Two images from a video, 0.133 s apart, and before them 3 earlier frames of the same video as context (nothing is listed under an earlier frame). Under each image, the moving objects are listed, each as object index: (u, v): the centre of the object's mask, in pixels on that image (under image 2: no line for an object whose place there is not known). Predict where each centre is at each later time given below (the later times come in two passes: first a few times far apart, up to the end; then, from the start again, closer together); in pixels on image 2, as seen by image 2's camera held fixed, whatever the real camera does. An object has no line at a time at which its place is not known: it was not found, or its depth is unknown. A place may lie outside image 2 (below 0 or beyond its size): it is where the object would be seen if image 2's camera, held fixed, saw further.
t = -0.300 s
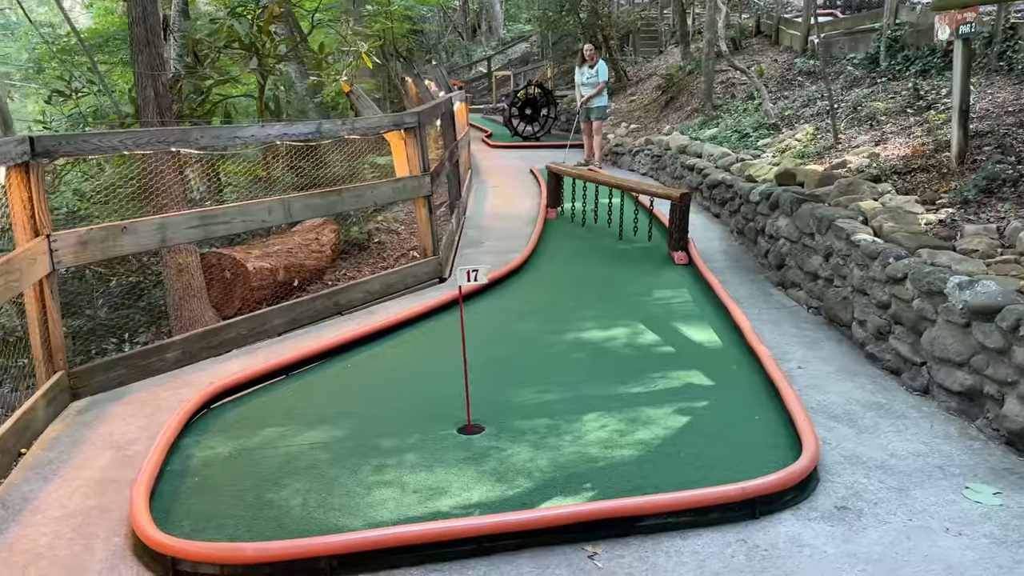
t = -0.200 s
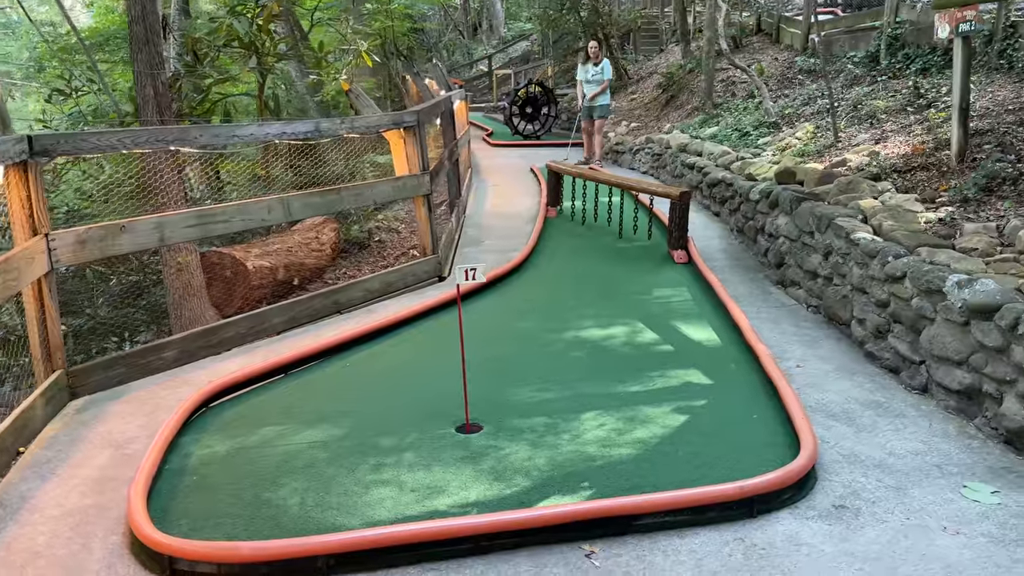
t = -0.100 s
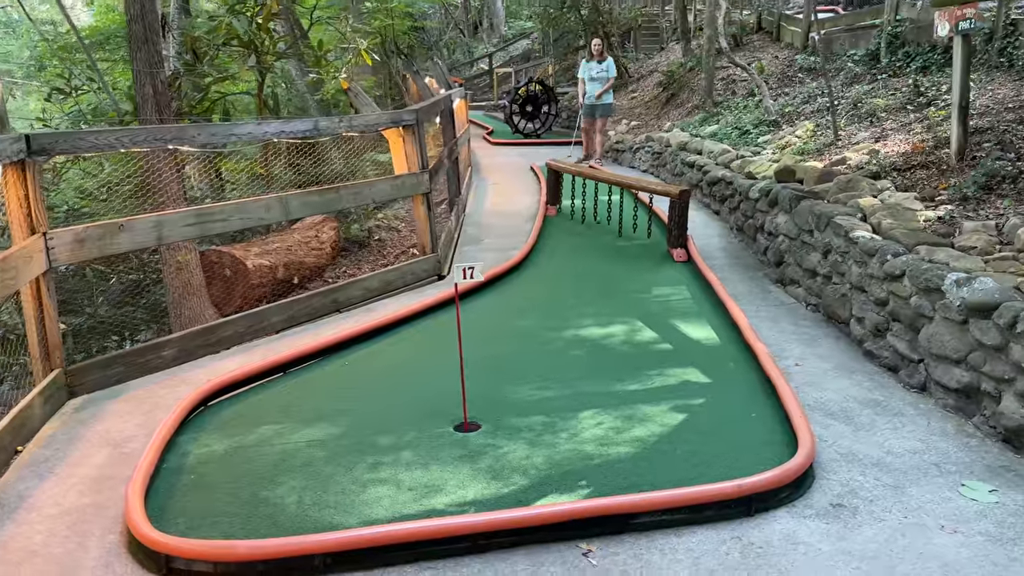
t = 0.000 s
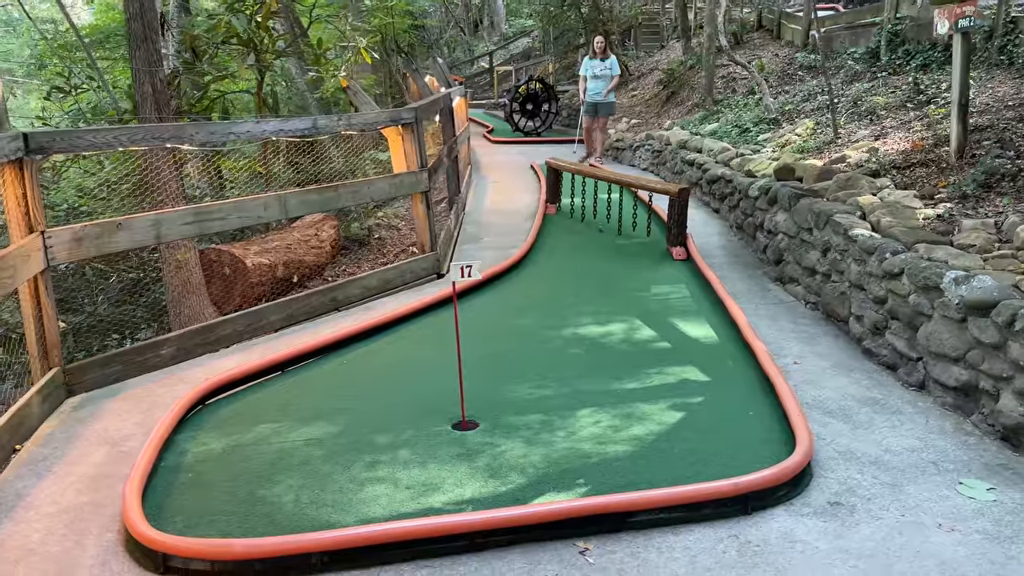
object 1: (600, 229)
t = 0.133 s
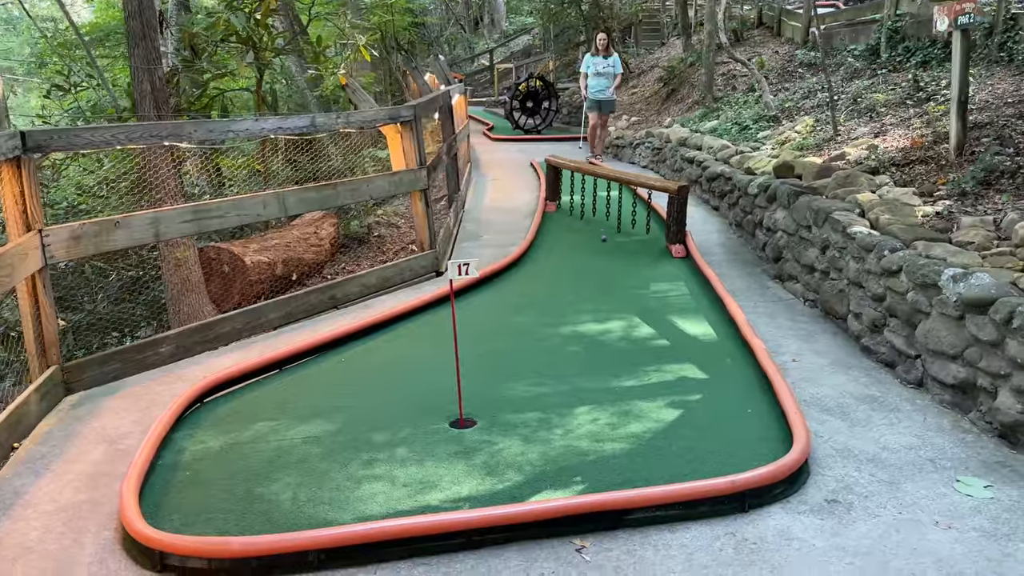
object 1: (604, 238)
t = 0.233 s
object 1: (606, 250)
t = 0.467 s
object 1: (613, 278)
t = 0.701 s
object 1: (623, 309)
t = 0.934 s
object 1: (635, 351)
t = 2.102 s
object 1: (483, 413)
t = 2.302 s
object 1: (442, 405)
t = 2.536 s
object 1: (393, 397)
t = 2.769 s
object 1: (350, 389)
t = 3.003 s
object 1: (311, 383)
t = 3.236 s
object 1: (275, 377)
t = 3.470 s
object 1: (269, 379)
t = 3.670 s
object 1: (274, 384)
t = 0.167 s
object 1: (605, 242)
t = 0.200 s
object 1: (605, 246)
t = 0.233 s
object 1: (606, 250)
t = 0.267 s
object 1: (607, 253)
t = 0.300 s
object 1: (608, 257)
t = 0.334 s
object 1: (610, 263)
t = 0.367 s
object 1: (610, 266)
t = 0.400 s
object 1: (612, 270)
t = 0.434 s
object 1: (612, 274)
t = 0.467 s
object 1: (613, 278)
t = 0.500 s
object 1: (615, 281)
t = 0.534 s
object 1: (615, 286)
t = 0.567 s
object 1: (617, 290)
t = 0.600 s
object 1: (618, 295)
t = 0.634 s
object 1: (620, 300)
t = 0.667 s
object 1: (621, 304)
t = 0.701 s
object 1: (623, 309)
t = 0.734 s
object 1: (624, 314)
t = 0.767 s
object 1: (626, 319)
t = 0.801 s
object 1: (626, 327)
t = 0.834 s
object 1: (628, 332)
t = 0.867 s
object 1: (630, 340)
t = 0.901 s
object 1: (632, 346)
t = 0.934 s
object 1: (635, 351)
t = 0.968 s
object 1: (637, 358)
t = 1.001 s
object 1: (639, 367)
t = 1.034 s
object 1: (640, 374)
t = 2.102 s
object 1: (483, 413)
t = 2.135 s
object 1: (476, 412)
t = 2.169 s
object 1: (469, 410)
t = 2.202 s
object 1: (462, 409)
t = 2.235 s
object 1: (454, 408)
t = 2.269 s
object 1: (449, 406)
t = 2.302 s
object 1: (442, 405)
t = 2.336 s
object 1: (435, 404)
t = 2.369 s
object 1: (428, 403)
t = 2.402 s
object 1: (421, 402)
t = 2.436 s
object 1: (413, 401)
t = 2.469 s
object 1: (406, 399)
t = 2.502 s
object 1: (400, 398)
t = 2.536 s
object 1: (393, 397)
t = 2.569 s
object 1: (387, 396)
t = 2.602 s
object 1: (380, 394)
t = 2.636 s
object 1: (374, 393)
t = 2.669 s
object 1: (368, 392)
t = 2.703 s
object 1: (362, 391)
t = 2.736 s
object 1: (356, 390)
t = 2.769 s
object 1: (350, 389)
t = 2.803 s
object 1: (344, 388)
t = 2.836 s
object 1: (338, 387)
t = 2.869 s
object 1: (333, 386)
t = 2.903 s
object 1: (327, 385)
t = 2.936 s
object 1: (322, 384)
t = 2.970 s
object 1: (317, 383)
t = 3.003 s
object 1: (311, 383)
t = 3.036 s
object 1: (305, 382)
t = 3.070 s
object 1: (300, 381)
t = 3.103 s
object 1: (295, 381)
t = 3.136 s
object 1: (289, 380)
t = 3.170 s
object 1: (285, 379)
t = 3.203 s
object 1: (280, 378)
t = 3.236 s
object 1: (275, 377)
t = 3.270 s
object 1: (269, 377)
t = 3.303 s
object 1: (265, 376)
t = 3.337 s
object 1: (265, 375)
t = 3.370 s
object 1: (266, 376)
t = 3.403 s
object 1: (267, 378)
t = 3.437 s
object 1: (268, 379)
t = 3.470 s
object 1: (269, 379)
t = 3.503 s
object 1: (270, 380)
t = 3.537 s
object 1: (271, 381)
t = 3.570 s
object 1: (272, 381)
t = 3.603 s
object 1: (273, 382)
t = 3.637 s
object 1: (273, 383)
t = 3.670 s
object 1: (274, 384)
